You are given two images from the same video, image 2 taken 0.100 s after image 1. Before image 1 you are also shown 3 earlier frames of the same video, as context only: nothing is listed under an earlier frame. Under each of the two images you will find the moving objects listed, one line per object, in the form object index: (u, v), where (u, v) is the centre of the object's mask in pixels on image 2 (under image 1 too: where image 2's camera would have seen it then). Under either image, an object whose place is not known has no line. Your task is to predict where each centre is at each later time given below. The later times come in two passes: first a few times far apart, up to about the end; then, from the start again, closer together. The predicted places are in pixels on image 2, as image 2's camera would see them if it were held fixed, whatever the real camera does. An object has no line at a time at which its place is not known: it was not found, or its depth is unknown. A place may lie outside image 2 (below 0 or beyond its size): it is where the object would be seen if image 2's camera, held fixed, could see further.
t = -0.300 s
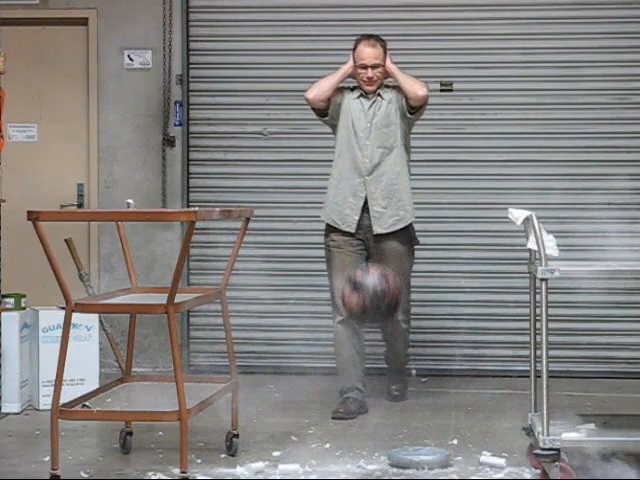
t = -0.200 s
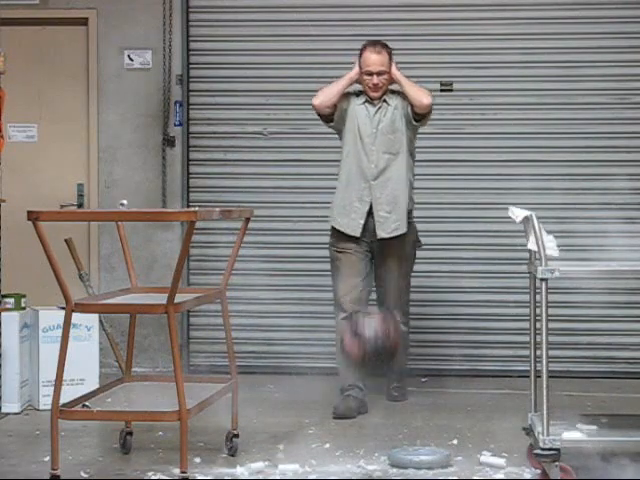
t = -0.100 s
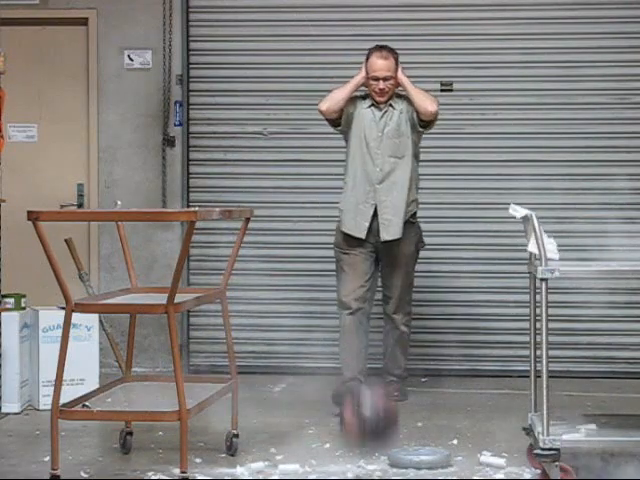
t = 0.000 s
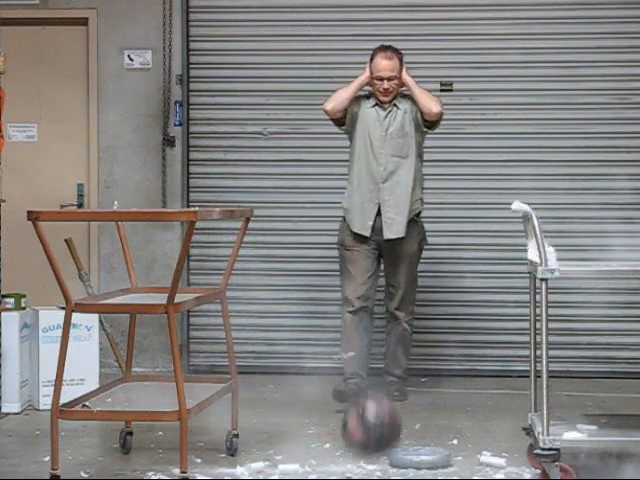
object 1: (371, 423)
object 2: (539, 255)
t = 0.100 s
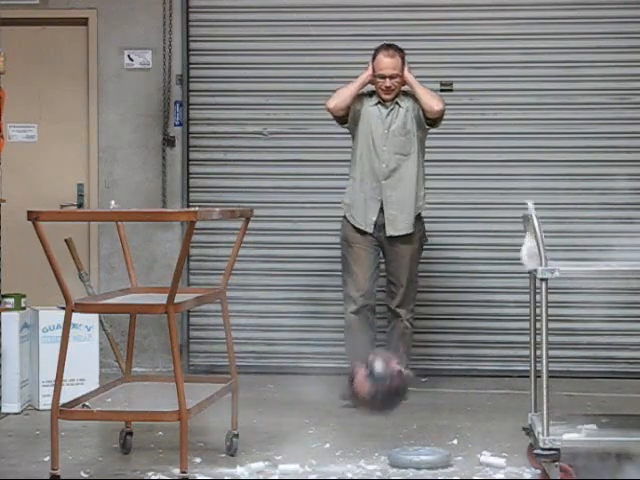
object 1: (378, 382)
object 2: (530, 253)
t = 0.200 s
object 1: (385, 364)
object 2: (524, 263)
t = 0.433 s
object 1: (398, 429)
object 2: (493, 299)
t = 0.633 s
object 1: (412, 418)
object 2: (467, 334)
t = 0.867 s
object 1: (427, 459)
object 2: (467, 395)
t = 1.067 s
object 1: (441, 451)
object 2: (488, 442)
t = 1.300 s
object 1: (457, 461)
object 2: (506, 460)
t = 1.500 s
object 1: (465, 461)
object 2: (516, 464)
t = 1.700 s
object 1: (473, 463)
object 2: (520, 464)
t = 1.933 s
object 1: (482, 463)
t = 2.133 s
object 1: (490, 463)
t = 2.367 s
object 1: (490, 463)
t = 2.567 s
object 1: (484, 463)
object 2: (526, 464)
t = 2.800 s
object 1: (478, 463)
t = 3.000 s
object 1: (473, 463)
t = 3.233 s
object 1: (469, 462)
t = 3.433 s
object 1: (464, 462)
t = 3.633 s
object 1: (460, 462)
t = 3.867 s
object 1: (454, 462)
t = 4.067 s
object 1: (449, 461)
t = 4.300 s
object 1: (445, 461)
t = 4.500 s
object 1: (442, 461)
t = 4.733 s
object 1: (437, 461)
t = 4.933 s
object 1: (436, 461)
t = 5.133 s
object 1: (438, 462)
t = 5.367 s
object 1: (441, 462)
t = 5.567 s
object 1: (440, 462)
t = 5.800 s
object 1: (438, 461)
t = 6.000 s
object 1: (437, 461)
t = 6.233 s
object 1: (437, 461)
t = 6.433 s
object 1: (437, 461)
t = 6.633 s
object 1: (437, 461)
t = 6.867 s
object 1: (437, 461)
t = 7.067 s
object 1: (437, 461)
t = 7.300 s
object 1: (437, 461)
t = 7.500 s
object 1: (437, 461)
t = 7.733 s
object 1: (437, 461)
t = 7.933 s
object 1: (437, 461)
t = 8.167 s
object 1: (437, 462)
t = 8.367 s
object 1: (437, 461)
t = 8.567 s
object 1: (437, 461)
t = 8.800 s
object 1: (437, 461)
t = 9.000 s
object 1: (437, 461)
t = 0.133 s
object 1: (380, 372)
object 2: (528, 255)
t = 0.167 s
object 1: (383, 366)
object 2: (526, 259)
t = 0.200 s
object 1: (385, 364)
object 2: (524, 263)
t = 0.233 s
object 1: (388, 365)
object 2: (521, 268)
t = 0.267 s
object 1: (388, 368)
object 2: (518, 277)
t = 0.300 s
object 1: (391, 374)
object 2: (513, 281)
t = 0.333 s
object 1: (391, 383)
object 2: (507, 284)
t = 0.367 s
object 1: (394, 395)
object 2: (503, 289)
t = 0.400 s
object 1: (396, 409)
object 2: (498, 293)
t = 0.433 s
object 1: (398, 429)
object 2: (493, 299)
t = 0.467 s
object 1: (399, 451)
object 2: (490, 304)
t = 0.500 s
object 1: (402, 455)
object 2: (485, 310)
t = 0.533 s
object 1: (405, 442)
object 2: (480, 315)
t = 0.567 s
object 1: (407, 431)
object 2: (476, 321)
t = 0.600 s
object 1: (409, 422)
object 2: (470, 328)
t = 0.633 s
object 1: (412, 418)
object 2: (467, 334)
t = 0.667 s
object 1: (414, 416)
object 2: (464, 341)
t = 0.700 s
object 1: (416, 417)
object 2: (464, 349)
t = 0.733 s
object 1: (418, 420)
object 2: (464, 359)
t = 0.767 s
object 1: (420, 427)
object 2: (465, 370)
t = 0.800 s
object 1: (423, 439)
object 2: (466, 379)
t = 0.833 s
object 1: (425, 449)
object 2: (467, 387)
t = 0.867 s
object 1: (427, 459)
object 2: (467, 395)
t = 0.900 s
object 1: (430, 454)
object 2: (468, 403)
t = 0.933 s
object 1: (433, 449)
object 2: (469, 411)
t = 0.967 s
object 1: (435, 446)
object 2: (471, 418)
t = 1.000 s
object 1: (437, 446)
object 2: (476, 425)
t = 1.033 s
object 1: (439, 447)
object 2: (481, 434)
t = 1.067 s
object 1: (441, 451)
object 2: (488, 442)
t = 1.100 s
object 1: (443, 457)
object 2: (494, 449)
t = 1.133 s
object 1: (446, 460)
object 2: (498, 454)
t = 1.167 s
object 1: (448, 457)
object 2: (506, 462)
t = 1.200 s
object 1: (451, 455)
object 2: (507, 463)
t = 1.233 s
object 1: (453, 455)
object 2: (509, 463)
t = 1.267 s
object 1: (455, 457)
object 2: (509, 462)
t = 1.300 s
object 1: (457, 461)
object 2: (506, 460)
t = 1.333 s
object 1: (458, 461)
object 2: (507, 460)
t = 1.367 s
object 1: (460, 459)
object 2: (512, 462)
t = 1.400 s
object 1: (461, 459)
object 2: (513, 463)
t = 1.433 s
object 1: (462, 461)
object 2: (513, 463)
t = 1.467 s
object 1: (464, 462)
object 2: (515, 464)
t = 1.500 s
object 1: (465, 461)
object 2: (516, 464)
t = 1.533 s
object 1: (467, 462)
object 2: (517, 464)
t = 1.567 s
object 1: (468, 462)
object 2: (518, 464)
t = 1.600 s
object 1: (469, 462)
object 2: (518, 464)
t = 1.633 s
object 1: (470, 462)
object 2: (519, 464)
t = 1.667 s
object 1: (472, 463)
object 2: (519, 464)
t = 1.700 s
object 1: (473, 463)
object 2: (520, 464)
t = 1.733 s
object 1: (474, 463)
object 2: (521, 464)
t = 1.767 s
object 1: (476, 463)
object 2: (521, 464)
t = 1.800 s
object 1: (477, 463)
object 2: (522, 464)
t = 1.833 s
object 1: (478, 463)
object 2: (523, 464)
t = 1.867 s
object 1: (479, 463)
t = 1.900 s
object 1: (480, 463)
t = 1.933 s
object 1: (482, 463)
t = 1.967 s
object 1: (483, 463)
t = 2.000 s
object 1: (484, 464)
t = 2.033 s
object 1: (486, 464)
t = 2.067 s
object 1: (487, 463)
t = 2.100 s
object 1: (488, 463)
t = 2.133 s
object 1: (490, 463)
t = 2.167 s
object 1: (490, 463)
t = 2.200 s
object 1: (491, 463)
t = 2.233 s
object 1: (491, 463)
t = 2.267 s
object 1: (491, 463)
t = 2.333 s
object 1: (491, 463)
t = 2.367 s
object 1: (490, 463)
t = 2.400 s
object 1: (490, 463)
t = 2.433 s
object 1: (488, 463)
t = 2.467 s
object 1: (487, 463)
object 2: (527, 464)
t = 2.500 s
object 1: (486, 464)
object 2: (527, 464)
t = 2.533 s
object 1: (485, 463)
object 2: (526, 464)
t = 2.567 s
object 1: (484, 463)
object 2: (526, 464)
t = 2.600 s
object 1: (483, 463)
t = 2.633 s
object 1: (482, 463)
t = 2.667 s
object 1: (481, 463)
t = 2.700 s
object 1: (480, 463)
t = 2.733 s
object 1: (479, 463)
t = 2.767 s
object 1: (478, 463)
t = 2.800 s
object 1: (478, 463)
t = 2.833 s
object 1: (477, 463)
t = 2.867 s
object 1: (476, 463)
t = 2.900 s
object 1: (475, 463)
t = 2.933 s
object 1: (474, 463)
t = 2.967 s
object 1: (473, 463)
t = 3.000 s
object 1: (473, 463)
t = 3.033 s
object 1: (473, 462)
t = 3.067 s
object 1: (472, 462)
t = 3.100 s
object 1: (472, 462)
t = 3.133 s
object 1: (471, 463)
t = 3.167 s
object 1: (471, 463)
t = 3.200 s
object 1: (470, 462)
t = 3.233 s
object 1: (469, 462)
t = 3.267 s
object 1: (468, 462)
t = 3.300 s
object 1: (467, 462)
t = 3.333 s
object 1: (467, 462)
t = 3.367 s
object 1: (466, 462)
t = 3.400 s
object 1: (465, 462)
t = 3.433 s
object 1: (464, 462)
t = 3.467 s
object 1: (463, 462)
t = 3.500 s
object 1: (463, 462)
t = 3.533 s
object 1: (462, 462)
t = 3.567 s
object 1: (462, 462)
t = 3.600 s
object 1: (461, 462)
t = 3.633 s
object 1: (460, 462)
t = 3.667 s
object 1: (460, 462)
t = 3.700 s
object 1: (459, 462)
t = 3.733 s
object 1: (458, 462)
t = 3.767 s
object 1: (457, 462)
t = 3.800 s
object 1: (456, 462)
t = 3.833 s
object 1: (455, 462)
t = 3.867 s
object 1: (454, 462)
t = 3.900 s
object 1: (453, 462)
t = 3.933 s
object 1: (452, 462)
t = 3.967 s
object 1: (451, 462)
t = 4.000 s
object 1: (451, 461)
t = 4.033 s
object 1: (450, 462)
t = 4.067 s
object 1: (449, 461)
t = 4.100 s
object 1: (448, 462)
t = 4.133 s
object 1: (447, 462)
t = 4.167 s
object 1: (447, 461)
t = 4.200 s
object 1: (446, 461)
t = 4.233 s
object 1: (446, 461)
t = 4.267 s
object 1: (445, 461)
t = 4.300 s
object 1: (445, 461)
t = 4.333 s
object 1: (444, 461)
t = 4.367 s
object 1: (443, 461)
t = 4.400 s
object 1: (443, 461)
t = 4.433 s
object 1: (443, 461)
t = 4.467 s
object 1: (442, 461)
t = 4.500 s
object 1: (442, 461)
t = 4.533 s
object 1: (441, 461)
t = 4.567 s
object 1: (441, 462)
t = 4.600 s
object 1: (440, 462)
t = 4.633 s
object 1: (439, 462)
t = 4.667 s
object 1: (438, 462)
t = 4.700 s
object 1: (437, 462)
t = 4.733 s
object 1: (437, 461)
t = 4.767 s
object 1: (436, 461)
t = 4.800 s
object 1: (436, 461)
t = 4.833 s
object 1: (436, 461)
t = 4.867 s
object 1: (435, 461)
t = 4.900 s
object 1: (435, 461)
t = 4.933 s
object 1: (436, 461)
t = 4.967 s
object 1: (436, 461)
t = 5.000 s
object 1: (436, 462)
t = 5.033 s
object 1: (437, 462)
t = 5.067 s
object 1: (437, 461)
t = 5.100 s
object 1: (438, 461)
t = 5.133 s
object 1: (438, 462)
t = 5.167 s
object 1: (439, 462)
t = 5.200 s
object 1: (440, 462)
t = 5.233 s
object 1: (440, 462)
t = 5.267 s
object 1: (440, 462)
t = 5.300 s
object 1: (441, 462)
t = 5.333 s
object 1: (441, 462)
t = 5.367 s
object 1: (441, 462)
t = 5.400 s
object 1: (441, 462)
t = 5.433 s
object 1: (441, 462)
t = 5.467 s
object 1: (440, 462)
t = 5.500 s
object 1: (440, 462)
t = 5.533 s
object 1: (440, 461)
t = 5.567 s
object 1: (440, 462)
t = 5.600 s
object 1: (439, 461)
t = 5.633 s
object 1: (439, 462)
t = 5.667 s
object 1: (439, 461)
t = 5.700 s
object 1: (438, 462)
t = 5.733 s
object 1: (438, 462)
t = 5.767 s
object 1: (438, 462)
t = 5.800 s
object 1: (438, 461)
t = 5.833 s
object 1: (437, 461)
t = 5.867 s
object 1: (437, 461)
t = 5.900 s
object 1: (437, 461)
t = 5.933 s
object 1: (437, 461)
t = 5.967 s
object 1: (437, 462)
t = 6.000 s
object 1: (437, 461)
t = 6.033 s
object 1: (437, 461)
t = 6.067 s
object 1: (437, 461)
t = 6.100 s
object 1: (437, 461)
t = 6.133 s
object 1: (437, 461)
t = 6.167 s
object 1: (437, 461)
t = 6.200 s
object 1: (437, 461)
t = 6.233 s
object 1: (437, 461)
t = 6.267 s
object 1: (437, 461)
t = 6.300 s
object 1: (437, 461)
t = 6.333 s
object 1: (437, 461)
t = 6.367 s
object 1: (438, 461)
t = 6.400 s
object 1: (437, 461)
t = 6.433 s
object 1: (437, 461)
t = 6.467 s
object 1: (437, 461)
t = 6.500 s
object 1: (437, 461)
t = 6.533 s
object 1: (438, 461)
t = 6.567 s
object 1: (438, 461)
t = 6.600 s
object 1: (437, 461)
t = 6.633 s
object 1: (437, 461)
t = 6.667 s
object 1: (437, 461)
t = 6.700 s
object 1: (437, 461)
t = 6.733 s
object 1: (437, 461)
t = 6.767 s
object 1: (437, 461)
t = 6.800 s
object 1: (437, 461)
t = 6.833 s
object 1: (437, 461)
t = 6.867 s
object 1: (437, 461)
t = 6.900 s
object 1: (437, 461)
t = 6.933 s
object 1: (437, 461)
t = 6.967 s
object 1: (437, 461)
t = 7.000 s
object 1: (437, 461)
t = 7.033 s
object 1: (437, 461)
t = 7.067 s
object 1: (437, 461)
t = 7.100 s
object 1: (437, 461)
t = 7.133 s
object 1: (437, 462)
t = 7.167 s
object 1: (437, 461)
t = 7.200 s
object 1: (437, 461)
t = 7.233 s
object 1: (437, 461)
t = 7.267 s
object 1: (437, 461)
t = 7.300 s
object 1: (437, 461)
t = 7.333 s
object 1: (437, 462)
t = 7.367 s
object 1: (437, 461)
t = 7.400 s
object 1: (437, 461)
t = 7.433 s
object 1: (437, 461)
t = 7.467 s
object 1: (437, 461)
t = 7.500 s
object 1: (437, 461)
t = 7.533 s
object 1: (437, 461)
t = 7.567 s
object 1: (437, 461)
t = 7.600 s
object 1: (437, 461)
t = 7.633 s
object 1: (437, 461)
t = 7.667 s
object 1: (437, 462)
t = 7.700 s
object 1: (437, 462)
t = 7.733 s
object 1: (437, 461)
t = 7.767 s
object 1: (437, 461)
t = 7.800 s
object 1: (437, 461)
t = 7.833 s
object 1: (437, 461)
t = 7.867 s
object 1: (437, 461)
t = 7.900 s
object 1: (437, 461)
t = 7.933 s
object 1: (437, 461)
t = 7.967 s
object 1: (437, 461)
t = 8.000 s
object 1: (437, 461)
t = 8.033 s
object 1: (437, 461)
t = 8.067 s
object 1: (437, 461)
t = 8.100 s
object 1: (437, 461)
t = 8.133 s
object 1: (437, 461)
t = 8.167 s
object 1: (437, 462)
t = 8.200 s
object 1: (437, 461)
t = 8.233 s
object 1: (437, 462)
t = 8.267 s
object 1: (437, 461)
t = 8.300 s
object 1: (437, 462)
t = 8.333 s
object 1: (437, 461)
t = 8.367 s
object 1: (437, 461)
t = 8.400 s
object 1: (437, 461)
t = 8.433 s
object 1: (437, 461)
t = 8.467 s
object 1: (437, 461)
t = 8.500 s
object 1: (437, 461)
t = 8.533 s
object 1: (437, 461)
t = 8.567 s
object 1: (437, 461)
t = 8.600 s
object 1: (437, 461)
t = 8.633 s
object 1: (437, 461)
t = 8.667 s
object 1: (437, 461)
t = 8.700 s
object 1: (437, 461)
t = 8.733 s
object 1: (437, 461)
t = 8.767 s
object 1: (437, 461)
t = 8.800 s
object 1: (437, 461)
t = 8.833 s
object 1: (437, 461)
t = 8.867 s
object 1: (437, 461)
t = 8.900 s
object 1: (437, 461)
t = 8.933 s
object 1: (437, 462)
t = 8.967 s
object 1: (437, 461)
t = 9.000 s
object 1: (437, 461)
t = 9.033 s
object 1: (437, 461)
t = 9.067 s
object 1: (437, 462)
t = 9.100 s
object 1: (437, 461)
